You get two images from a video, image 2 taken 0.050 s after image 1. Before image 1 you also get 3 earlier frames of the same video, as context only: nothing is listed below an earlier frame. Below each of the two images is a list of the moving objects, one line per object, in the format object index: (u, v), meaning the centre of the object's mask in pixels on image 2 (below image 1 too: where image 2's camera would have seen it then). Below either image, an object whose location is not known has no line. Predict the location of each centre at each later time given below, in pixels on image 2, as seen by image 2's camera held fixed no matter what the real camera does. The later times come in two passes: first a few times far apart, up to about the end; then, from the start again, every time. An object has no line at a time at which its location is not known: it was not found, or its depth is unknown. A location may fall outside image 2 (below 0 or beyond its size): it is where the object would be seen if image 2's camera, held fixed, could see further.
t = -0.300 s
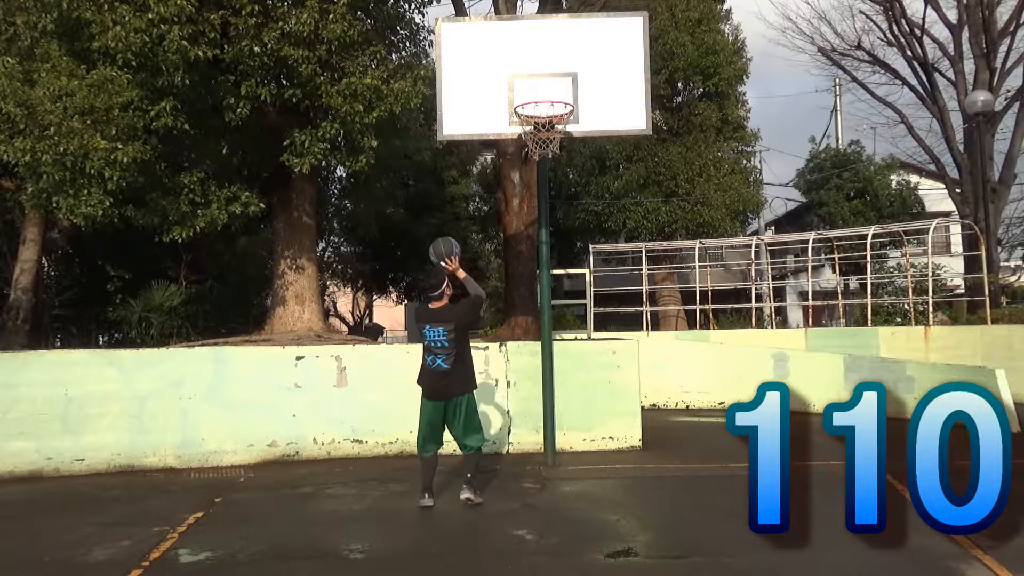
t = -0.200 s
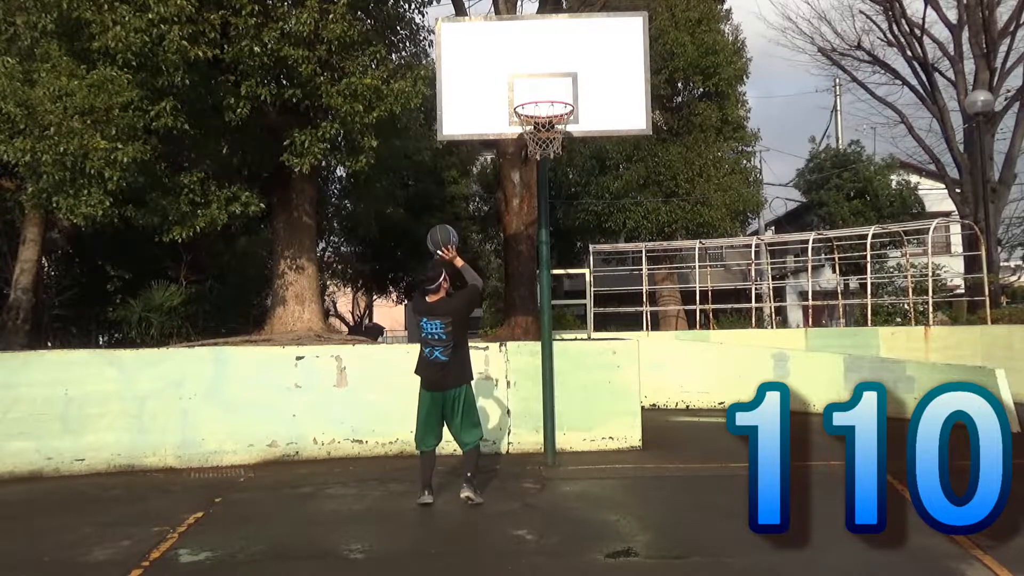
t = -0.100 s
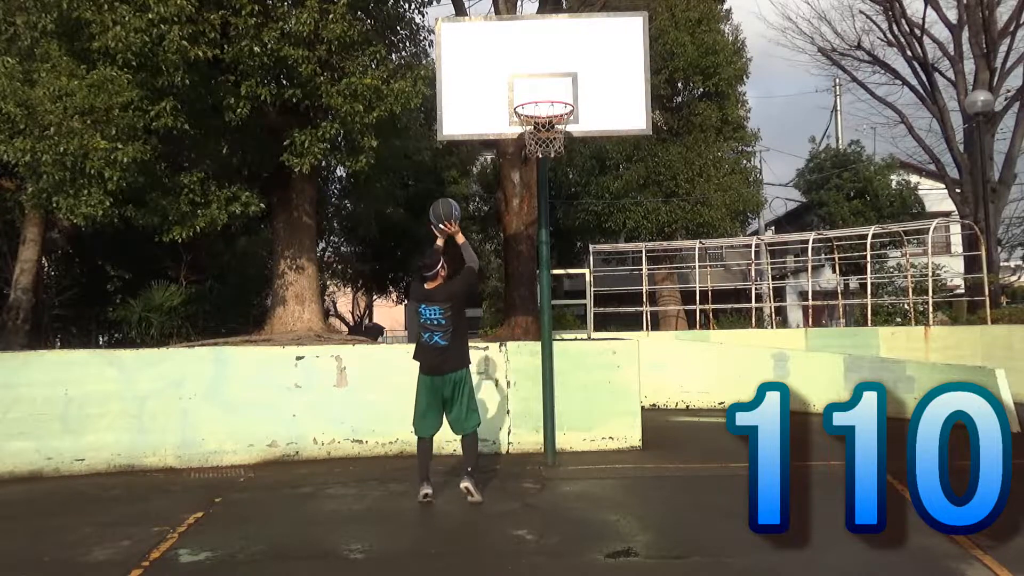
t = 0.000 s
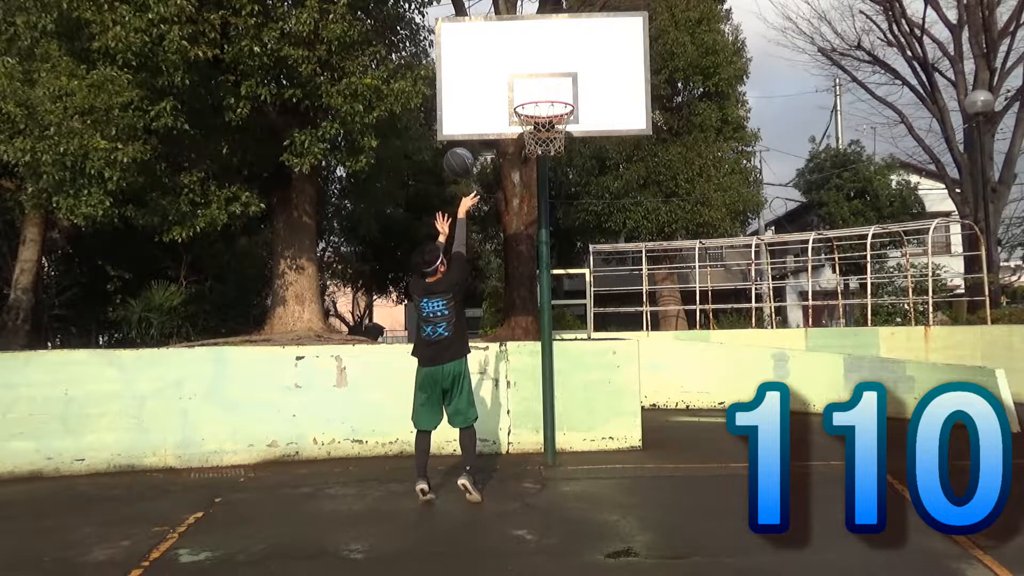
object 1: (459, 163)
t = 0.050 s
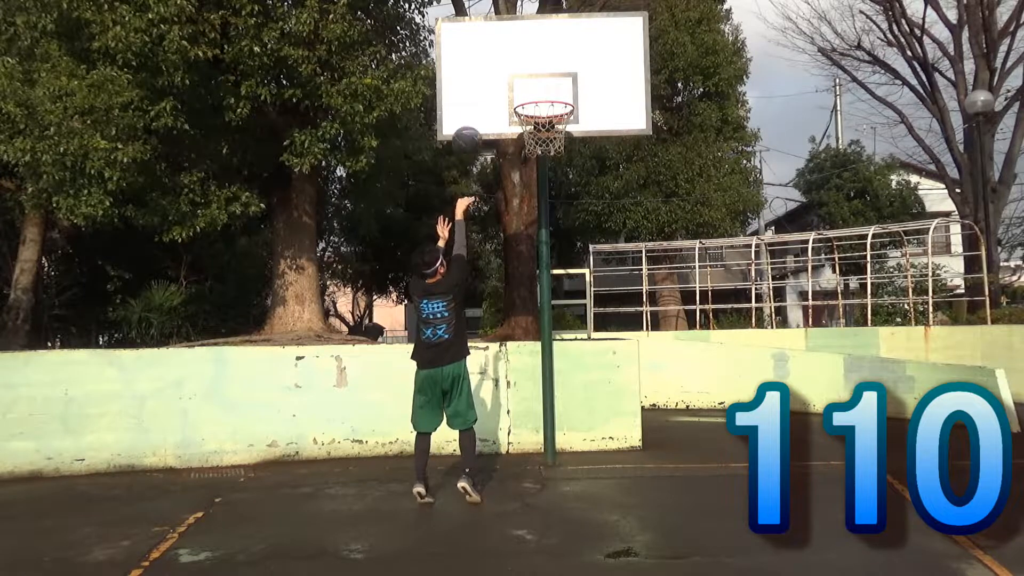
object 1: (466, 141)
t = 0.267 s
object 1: (503, 84)
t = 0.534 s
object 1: (535, 87)
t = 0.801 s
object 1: (554, 154)
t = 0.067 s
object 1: (470, 133)
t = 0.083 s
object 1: (472, 127)
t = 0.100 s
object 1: (475, 122)
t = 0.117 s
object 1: (478, 117)
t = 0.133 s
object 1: (481, 112)
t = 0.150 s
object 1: (484, 107)
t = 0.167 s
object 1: (486, 103)
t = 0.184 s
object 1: (489, 99)
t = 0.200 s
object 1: (492, 95)
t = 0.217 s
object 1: (495, 92)
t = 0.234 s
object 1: (497, 89)
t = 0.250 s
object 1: (500, 86)
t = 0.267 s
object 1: (503, 84)
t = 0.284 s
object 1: (505, 82)
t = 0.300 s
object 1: (508, 80)
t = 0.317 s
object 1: (510, 79)
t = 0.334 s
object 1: (513, 78)
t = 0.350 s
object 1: (516, 78)
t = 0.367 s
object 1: (518, 78)
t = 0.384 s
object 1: (520, 76)
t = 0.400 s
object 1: (521, 76)
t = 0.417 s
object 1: (523, 76)
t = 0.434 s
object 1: (524, 77)
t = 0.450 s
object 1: (526, 78)
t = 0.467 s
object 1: (528, 79)
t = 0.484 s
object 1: (529, 81)
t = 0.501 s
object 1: (531, 83)
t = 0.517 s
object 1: (533, 85)
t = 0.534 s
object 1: (535, 87)
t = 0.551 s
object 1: (536, 89)
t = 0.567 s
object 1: (538, 93)
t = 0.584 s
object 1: (540, 97)
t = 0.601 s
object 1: (541, 101)
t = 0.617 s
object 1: (543, 106)
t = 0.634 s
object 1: (545, 111)
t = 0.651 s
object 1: (547, 116)
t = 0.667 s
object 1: (549, 120)
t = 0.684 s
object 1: (551, 122)
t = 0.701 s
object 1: (551, 130)
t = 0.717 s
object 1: (557, 138)
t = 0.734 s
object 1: (556, 138)
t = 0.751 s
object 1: (555, 140)
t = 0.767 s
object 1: (554, 144)
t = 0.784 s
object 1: (554, 148)
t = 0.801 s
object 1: (554, 154)
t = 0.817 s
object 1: (554, 158)
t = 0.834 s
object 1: (555, 163)
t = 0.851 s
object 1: (555, 171)
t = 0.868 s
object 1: (555, 177)
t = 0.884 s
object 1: (555, 183)
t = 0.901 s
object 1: (555, 190)
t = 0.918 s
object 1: (556, 197)
